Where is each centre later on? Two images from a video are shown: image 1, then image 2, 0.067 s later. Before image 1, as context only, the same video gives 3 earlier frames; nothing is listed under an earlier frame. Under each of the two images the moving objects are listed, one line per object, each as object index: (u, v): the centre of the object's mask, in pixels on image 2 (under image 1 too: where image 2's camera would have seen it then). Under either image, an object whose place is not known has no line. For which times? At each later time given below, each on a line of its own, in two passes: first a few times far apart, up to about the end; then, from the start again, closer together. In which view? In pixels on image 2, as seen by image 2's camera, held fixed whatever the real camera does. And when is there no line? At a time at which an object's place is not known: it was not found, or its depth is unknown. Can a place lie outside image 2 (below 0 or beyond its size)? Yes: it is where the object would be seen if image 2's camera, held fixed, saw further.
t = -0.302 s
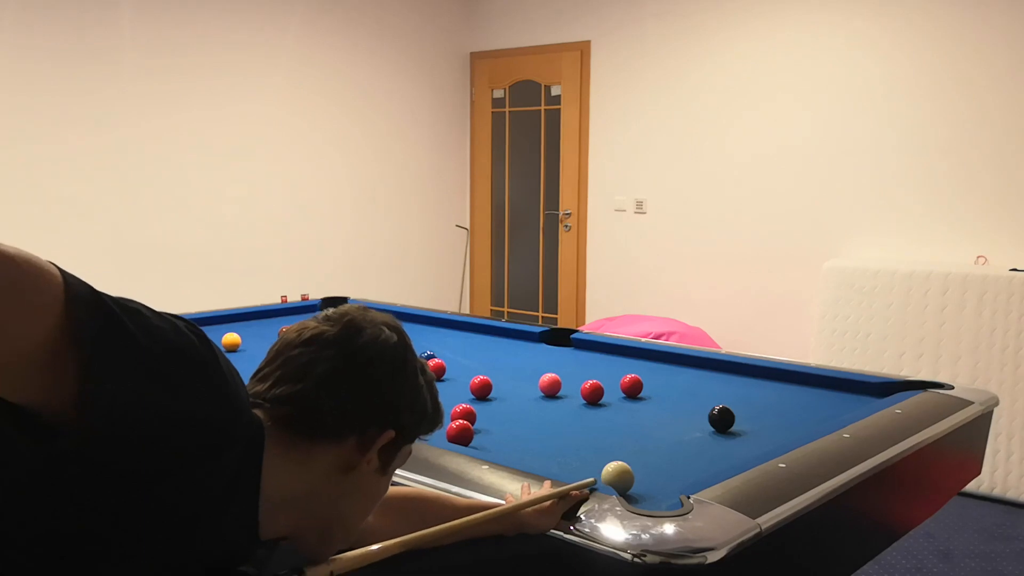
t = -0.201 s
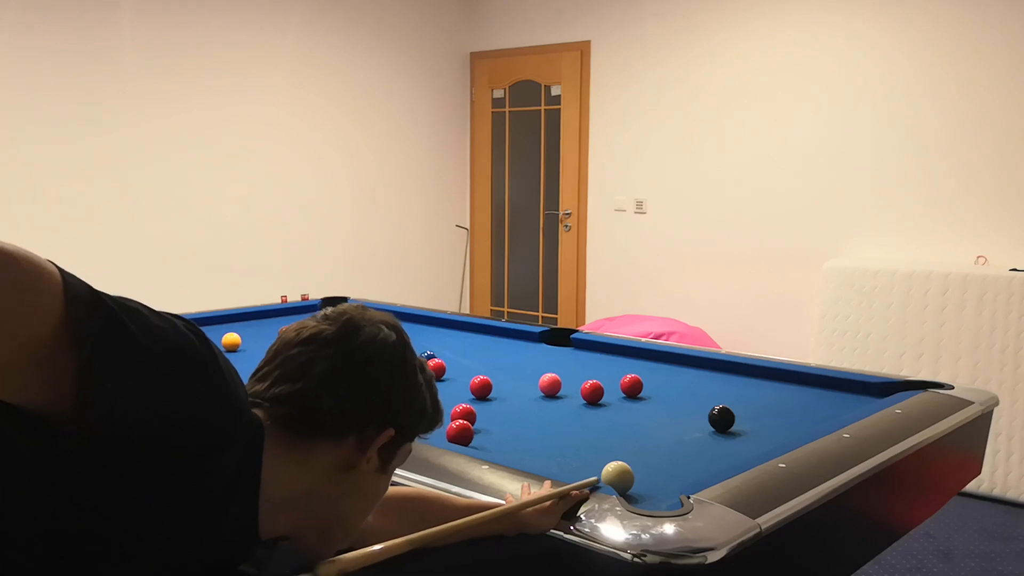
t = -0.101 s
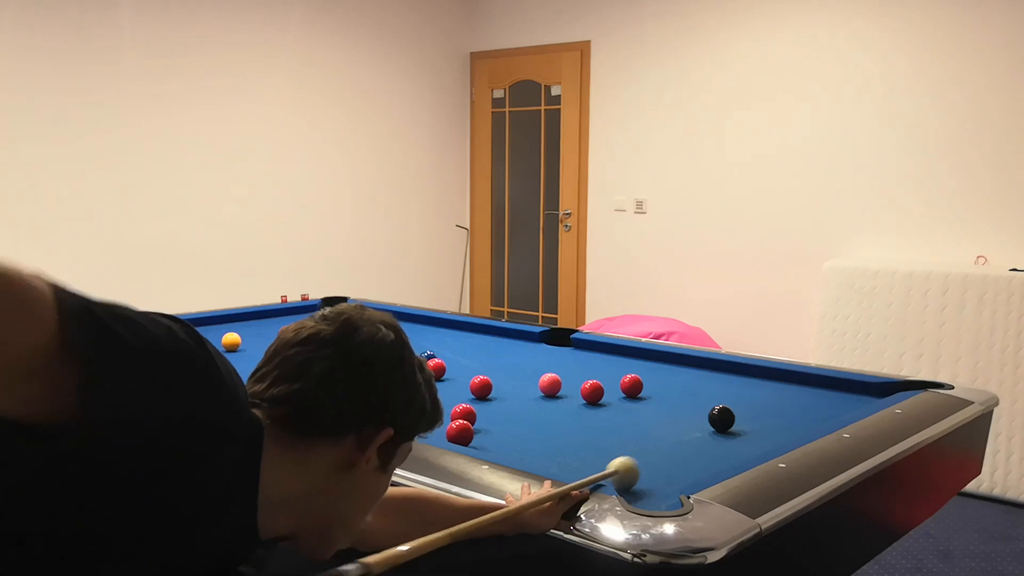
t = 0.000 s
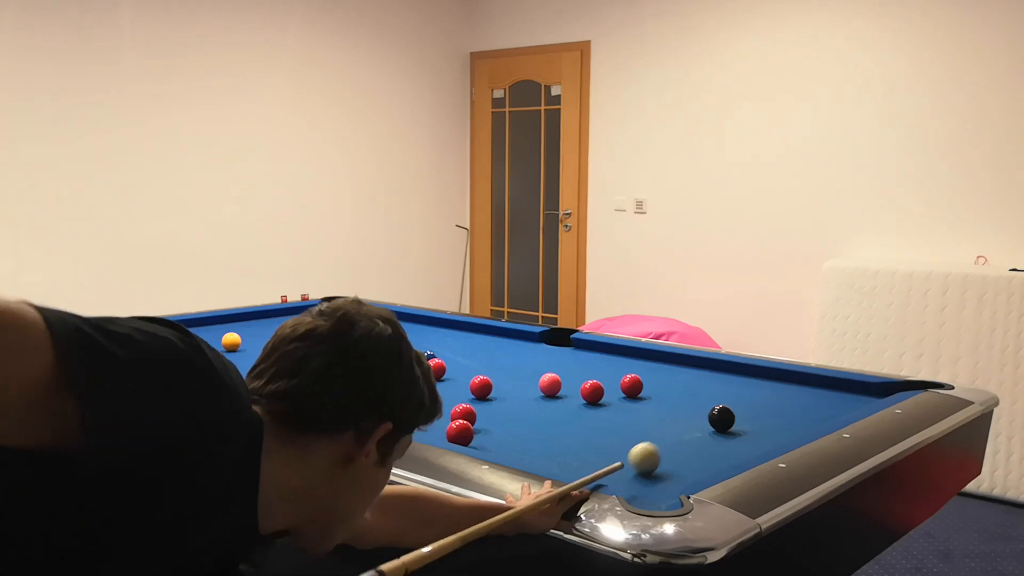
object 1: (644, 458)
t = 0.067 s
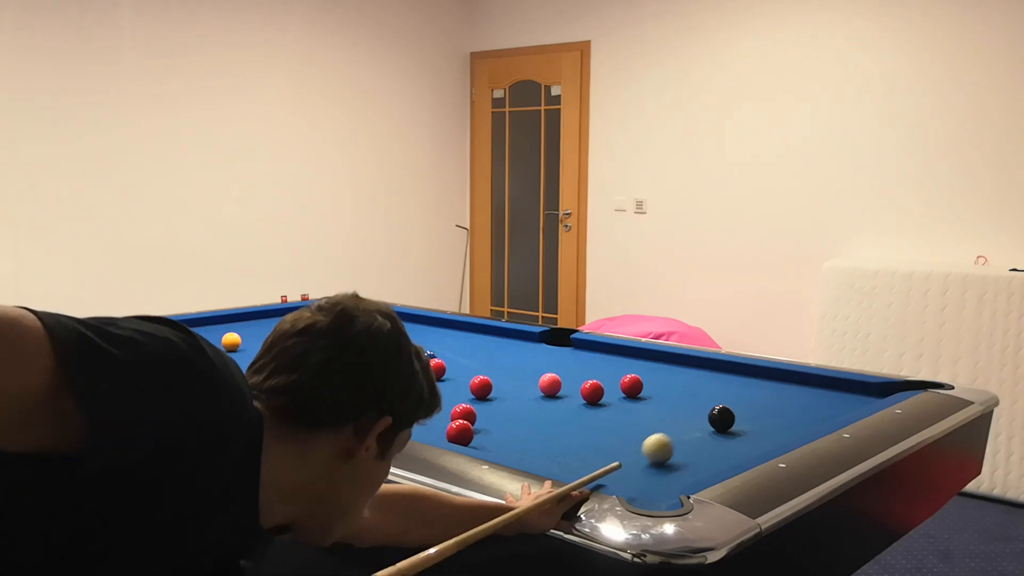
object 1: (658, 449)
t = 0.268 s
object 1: (693, 424)
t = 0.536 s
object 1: (677, 404)
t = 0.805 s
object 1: (659, 388)
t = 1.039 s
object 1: (646, 375)
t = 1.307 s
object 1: (631, 363)
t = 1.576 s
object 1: (619, 353)
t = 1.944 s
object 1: (585, 348)
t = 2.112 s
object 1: (572, 347)
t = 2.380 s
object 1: (545, 346)
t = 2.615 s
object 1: (523, 345)
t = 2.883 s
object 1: (499, 345)
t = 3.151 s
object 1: (477, 344)
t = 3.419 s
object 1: (457, 344)
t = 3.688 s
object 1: (438, 344)
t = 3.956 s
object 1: (421, 343)
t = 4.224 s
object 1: (405, 343)
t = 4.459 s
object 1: (392, 343)
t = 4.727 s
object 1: (379, 343)
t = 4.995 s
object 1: (368, 343)
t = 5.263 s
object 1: (358, 343)
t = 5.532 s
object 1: (350, 343)
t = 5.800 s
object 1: (343, 343)
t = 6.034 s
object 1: (338, 342)
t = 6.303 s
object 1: (334, 343)
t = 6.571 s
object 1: (331, 343)
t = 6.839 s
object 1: (330, 343)
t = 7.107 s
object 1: (331, 343)
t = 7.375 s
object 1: (331, 343)
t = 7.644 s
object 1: (331, 343)
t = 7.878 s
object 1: (331, 343)
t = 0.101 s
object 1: (664, 444)
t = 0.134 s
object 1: (670, 440)
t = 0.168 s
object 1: (676, 436)
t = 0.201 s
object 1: (682, 432)
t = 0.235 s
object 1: (687, 428)
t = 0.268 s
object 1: (693, 424)
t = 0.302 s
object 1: (697, 421)
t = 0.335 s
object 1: (694, 418)
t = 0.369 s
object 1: (690, 416)
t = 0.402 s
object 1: (688, 414)
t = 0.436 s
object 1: (685, 411)
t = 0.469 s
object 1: (682, 409)
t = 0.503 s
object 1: (680, 406)
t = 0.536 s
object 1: (677, 404)
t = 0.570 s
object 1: (675, 402)
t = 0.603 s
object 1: (672, 400)
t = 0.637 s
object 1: (670, 398)
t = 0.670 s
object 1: (668, 396)
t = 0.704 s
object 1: (666, 394)
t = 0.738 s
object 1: (663, 392)
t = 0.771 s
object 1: (661, 390)
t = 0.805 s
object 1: (659, 388)
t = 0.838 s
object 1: (657, 386)
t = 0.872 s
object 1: (655, 384)
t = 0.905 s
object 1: (653, 382)
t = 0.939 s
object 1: (652, 380)
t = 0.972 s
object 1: (650, 379)
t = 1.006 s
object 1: (648, 377)
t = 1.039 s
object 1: (646, 375)
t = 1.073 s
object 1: (645, 373)
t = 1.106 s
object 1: (642, 371)
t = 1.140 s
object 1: (641, 370)
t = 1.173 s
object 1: (639, 368)
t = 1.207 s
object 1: (637, 366)
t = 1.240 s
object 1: (635, 365)
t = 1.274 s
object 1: (633, 364)
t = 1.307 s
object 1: (631, 363)
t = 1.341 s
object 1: (630, 362)
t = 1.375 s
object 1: (628, 361)
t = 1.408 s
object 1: (626, 360)
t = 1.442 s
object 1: (625, 358)
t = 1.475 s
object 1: (623, 357)
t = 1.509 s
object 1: (622, 356)
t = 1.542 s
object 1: (621, 355)
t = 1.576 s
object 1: (619, 353)
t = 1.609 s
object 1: (618, 352)
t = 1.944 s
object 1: (585, 348)
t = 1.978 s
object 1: (586, 347)
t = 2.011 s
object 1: (583, 347)
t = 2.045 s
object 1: (579, 347)
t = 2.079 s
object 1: (576, 347)
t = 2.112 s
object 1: (572, 347)
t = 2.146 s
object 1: (569, 346)
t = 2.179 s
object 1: (565, 346)
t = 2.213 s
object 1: (562, 346)
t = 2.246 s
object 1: (558, 346)
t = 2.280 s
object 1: (555, 346)
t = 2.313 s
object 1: (552, 346)
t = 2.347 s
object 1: (548, 346)
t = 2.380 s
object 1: (545, 346)
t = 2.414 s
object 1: (542, 346)
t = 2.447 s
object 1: (538, 346)
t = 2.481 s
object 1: (535, 346)
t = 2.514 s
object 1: (532, 346)
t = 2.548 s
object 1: (529, 345)
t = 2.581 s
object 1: (526, 345)
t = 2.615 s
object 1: (523, 345)
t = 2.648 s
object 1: (520, 345)
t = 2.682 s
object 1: (517, 345)
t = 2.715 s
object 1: (514, 345)
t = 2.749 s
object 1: (511, 345)
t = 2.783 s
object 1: (508, 345)
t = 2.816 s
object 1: (505, 345)
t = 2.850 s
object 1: (502, 345)
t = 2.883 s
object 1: (499, 345)
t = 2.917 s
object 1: (496, 345)
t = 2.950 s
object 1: (493, 345)
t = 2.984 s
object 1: (491, 345)
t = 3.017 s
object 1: (488, 345)
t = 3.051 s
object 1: (485, 345)
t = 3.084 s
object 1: (482, 344)
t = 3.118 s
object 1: (480, 344)
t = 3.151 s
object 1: (477, 344)
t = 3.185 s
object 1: (475, 344)
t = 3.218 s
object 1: (472, 344)
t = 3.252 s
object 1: (469, 344)
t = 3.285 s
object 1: (467, 344)
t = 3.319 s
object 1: (464, 344)
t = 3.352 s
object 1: (462, 344)
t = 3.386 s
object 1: (459, 344)
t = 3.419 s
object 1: (457, 344)
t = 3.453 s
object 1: (454, 344)
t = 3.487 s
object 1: (452, 344)
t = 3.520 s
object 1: (450, 344)
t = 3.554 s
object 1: (447, 344)
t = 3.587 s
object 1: (445, 344)
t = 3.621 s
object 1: (442, 344)
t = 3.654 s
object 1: (440, 344)
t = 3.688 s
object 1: (438, 344)
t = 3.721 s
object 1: (436, 344)
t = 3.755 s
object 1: (434, 343)
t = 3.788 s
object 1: (431, 343)
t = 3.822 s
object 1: (429, 343)
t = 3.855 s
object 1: (427, 343)
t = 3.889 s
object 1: (425, 342)
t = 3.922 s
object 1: (423, 343)
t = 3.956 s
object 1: (421, 343)
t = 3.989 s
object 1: (418, 343)
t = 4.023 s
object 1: (417, 343)
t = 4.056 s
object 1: (415, 343)
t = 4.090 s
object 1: (413, 343)
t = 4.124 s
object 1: (411, 343)
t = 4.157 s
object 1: (409, 343)
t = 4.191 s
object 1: (407, 343)
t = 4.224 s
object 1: (405, 343)
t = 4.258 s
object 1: (403, 343)
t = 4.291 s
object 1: (401, 343)
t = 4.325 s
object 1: (399, 343)
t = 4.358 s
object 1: (398, 343)
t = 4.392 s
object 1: (396, 343)
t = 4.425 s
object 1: (394, 343)
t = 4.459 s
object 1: (392, 343)
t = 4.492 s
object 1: (391, 343)
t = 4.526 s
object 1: (389, 343)
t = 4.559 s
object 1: (387, 343)
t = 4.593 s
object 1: (386, 343)
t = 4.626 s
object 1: (384, 343)
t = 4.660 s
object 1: (383, 343)
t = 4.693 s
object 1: (381, 343)
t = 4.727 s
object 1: (379, 343)
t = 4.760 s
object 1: (378, 343)
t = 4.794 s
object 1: (376, 343)
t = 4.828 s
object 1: (375, 343)
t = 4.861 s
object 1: (374, 343)
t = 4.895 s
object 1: (372, 343)
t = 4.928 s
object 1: (371, 343)
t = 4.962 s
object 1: (369, 343)
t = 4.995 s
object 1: (368, 343)
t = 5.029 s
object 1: (367, 343)
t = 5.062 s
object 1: (365, 343)
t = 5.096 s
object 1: (364, 343)
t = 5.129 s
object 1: (363, 343)
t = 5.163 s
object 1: (362, 343)
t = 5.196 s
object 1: (360, 343)
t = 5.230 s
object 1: (359, 343)
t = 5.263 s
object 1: (358, 343)
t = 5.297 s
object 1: (357, 343)
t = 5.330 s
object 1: (356, 343)
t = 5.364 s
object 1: (355, 343)
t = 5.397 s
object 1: (354, 343)
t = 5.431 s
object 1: (353, 343)
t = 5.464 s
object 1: (352, 343)
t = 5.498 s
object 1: (351, 343)
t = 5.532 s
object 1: (350, 343)
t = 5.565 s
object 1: (349, 343)
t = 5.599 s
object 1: (348, 343)
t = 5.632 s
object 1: (347, 343)
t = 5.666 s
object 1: (346, 343)
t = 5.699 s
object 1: (346, 343)
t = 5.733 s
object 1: (345, 343)
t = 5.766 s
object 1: (344, 343)
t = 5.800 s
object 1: (343, 343)
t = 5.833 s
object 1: (342, 343)
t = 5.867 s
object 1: (342, 343)
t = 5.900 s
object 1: (341, 343)
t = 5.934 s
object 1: (340, 343)
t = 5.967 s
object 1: (340, 343)
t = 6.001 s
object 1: (339, 343)
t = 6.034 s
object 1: (338, 342)
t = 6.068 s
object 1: (338, 343)
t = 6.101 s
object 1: (337, 343)
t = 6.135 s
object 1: (337, 343)
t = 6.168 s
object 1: (336, 343)
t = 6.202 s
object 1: (336, 343)
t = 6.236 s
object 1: (335, 342)
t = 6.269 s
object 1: (335, 343)
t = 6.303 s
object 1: (334, 343)
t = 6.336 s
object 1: (334, 343)
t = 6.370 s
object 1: (333, 343)
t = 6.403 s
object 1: (333, 343)
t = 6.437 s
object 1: (333, 343)
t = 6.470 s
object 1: (332, 343)
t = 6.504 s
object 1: (332, 342)
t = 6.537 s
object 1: (332, 343)
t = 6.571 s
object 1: (331, 343)
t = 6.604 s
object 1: (331, 343)
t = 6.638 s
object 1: (331, 342)
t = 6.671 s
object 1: (331, 342)
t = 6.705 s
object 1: (331, 343)
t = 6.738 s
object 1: (331, 343)
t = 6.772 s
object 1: (330, 343)
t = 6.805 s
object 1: (330, 343)
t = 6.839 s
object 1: (330, 343)
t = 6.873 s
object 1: (331, 342)
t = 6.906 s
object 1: (330, 343)
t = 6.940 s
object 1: (330, 343)
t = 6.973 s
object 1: (331, 343)
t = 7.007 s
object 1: (331, 343)
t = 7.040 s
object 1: (331, 343)
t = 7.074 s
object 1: (331, 343)
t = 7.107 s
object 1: (331, 343)
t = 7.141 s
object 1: (331, 343)
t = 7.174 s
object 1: (331, 343)
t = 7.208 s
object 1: (331, 343)
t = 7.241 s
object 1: (331, 343)
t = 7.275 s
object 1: (331, 343)
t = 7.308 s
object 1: (331, 343)
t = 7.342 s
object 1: (331, 343)
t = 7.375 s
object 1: (331, 343)
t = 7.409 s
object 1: (331, 343)
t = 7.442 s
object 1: (331, 343)
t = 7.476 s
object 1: (330, 343)
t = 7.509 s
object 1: (331, 343)
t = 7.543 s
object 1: (331, 343)
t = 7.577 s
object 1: (331, 343)
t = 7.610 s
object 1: (331, 343)
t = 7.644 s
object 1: (331, 343)
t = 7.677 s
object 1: (331, 343)
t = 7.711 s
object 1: (331, 342)
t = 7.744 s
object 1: (331, 342)
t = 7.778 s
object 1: (331, 342)
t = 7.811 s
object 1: (331, 342)
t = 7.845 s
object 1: (331, 342)
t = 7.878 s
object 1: (331, 343)
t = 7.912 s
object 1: (331, 343)
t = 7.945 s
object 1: (331, 342)
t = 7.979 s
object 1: (331, 342)
